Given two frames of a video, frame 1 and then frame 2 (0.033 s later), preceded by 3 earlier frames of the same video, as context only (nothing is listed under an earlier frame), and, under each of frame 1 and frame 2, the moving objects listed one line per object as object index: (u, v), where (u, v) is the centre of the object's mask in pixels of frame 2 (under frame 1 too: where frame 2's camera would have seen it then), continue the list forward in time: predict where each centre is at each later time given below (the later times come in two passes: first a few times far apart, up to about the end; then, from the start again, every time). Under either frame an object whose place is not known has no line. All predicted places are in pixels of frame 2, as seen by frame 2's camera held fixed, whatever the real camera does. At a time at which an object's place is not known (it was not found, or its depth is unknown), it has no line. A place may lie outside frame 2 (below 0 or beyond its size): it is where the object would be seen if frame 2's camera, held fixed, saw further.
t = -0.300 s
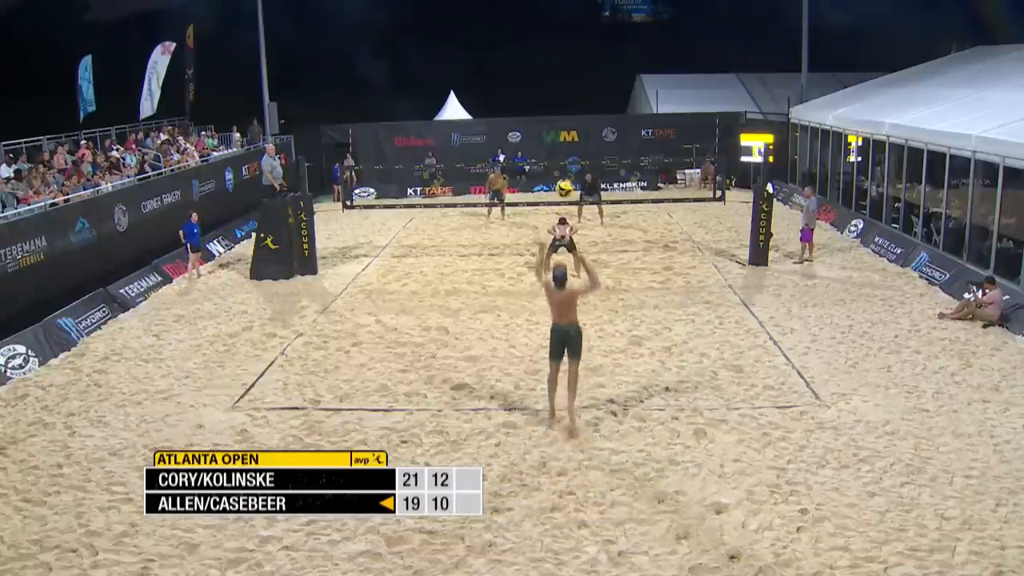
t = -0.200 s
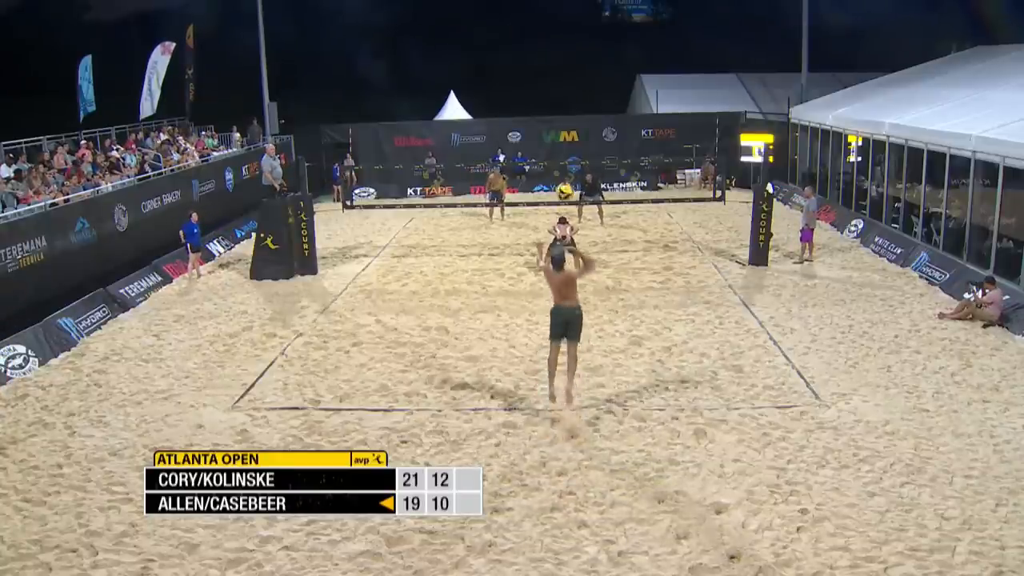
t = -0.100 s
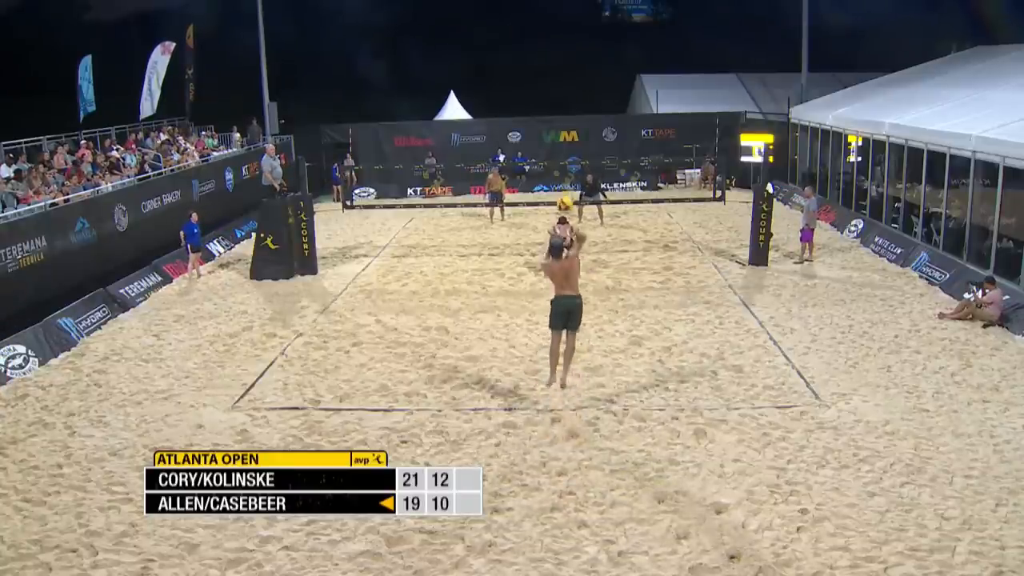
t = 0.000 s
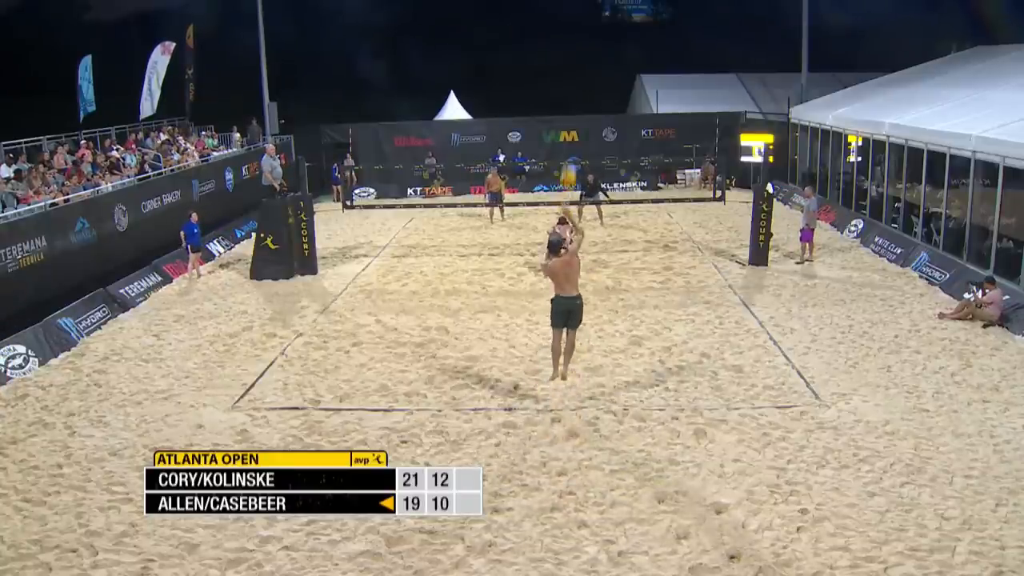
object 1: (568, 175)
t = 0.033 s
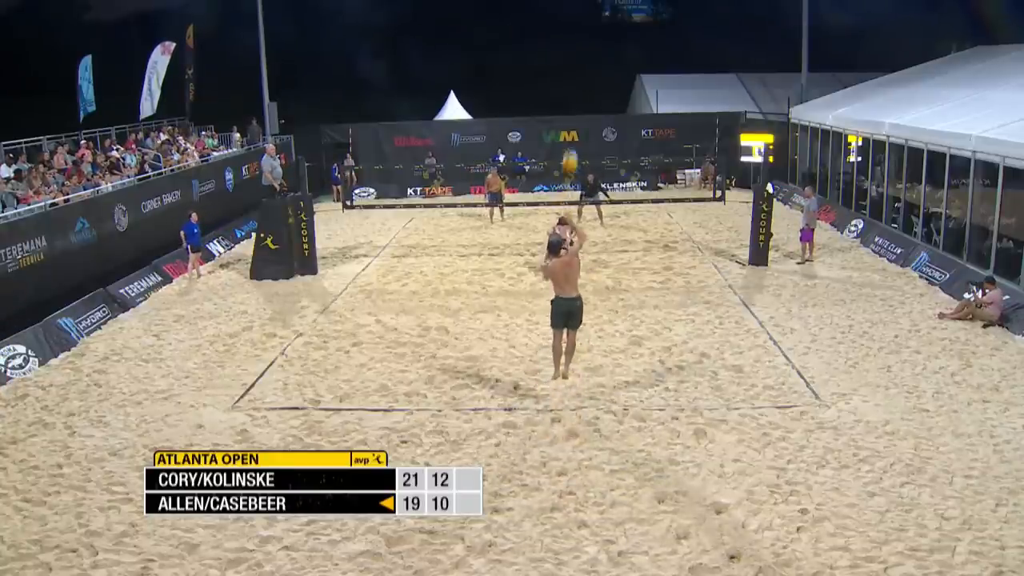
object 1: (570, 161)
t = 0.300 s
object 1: (575, 97)
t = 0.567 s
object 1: (579, 89)
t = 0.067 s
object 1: (570, 150)
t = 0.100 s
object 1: (571, 137)
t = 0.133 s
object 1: (573, 125)
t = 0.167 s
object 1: (574, 119)
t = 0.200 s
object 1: (574, 112)
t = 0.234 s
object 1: (575, 105)
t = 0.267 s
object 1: (575, 101)
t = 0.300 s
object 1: (575, 97)
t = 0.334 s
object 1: (576, 94)
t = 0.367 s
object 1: (576, 91)
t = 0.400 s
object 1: (577, 89)
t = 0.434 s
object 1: (577, 88)
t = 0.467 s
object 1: (578, 88)
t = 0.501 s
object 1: (578, 88)
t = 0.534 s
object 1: (578, 88)
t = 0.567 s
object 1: (579, 89)
